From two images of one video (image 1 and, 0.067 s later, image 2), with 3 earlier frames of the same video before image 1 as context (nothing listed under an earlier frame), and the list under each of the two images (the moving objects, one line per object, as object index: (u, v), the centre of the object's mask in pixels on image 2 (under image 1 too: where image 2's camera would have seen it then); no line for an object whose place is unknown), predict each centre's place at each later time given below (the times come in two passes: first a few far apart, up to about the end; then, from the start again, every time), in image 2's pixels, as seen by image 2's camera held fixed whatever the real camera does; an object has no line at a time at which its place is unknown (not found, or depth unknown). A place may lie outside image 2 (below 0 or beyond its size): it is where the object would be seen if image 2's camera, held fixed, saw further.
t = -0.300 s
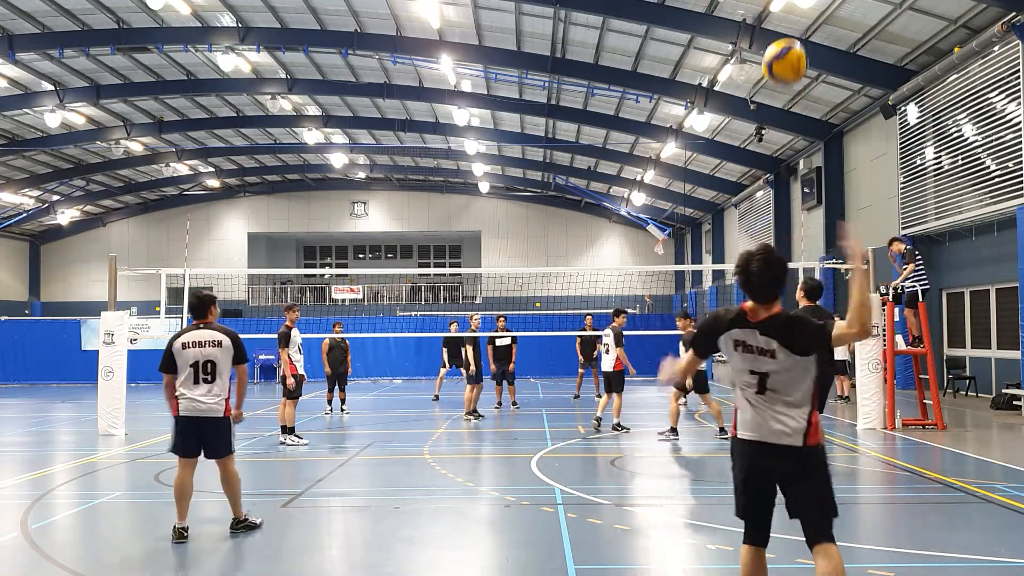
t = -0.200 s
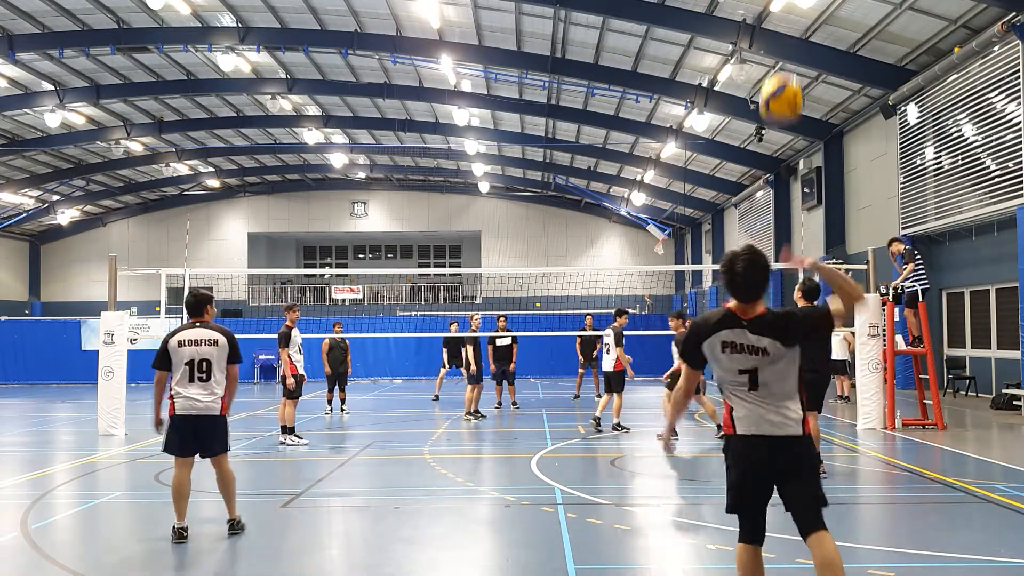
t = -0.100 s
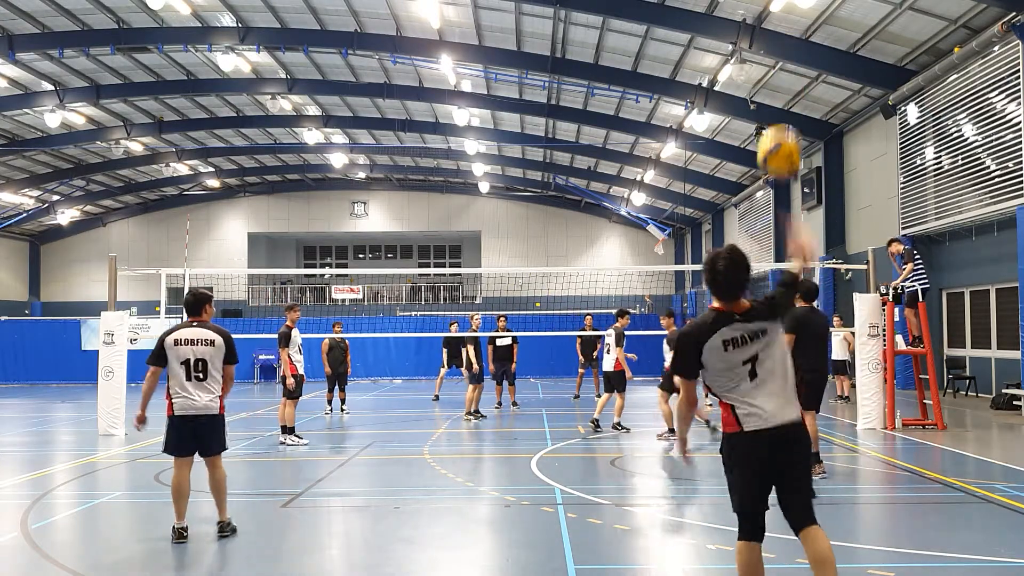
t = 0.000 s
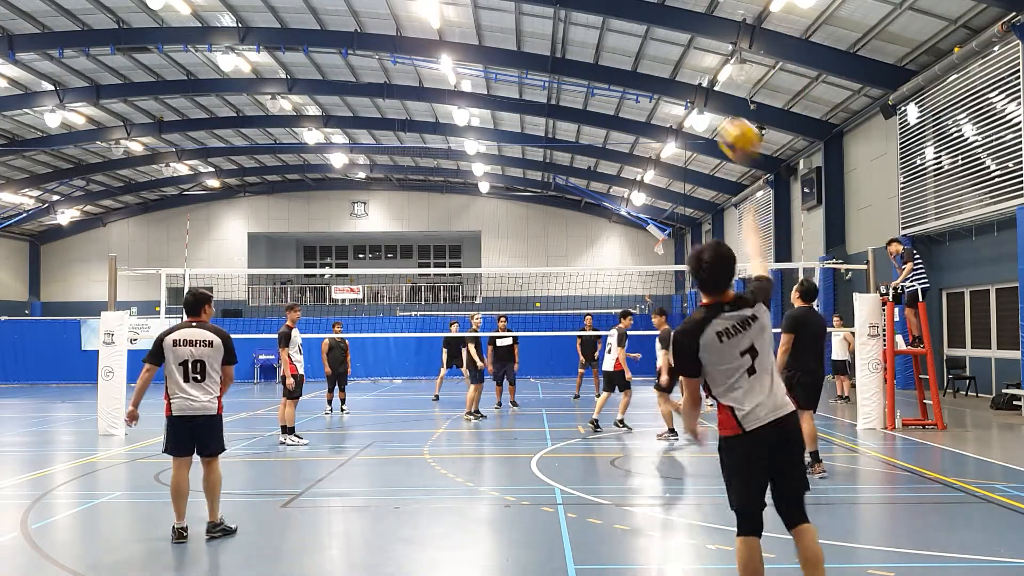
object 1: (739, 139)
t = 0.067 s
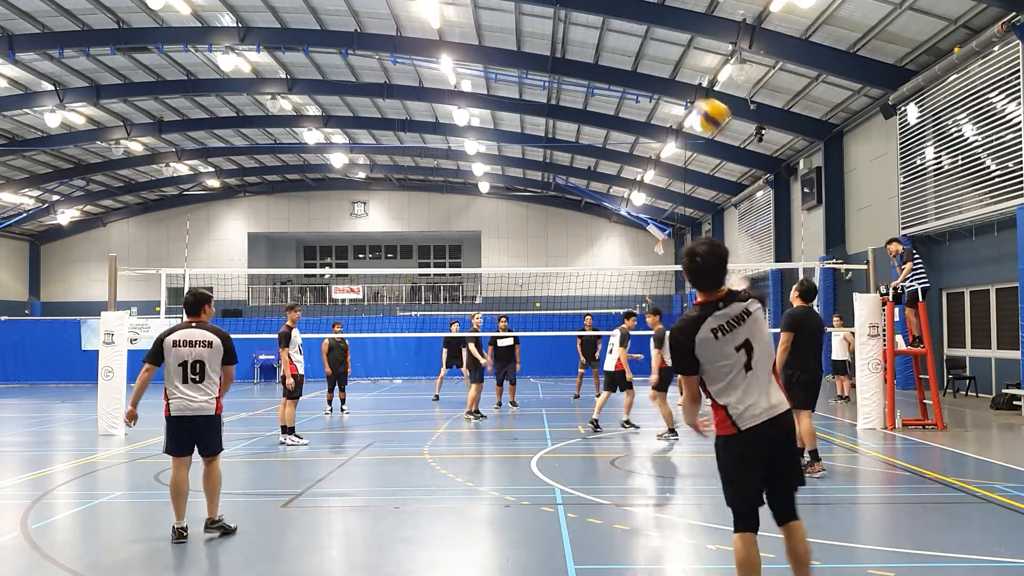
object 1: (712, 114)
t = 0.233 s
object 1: (669, 95)
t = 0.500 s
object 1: (634, 124)
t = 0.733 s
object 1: (622, 174)
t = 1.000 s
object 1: (618, 247)
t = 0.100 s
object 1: (699, 105)
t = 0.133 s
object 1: (690, 101)
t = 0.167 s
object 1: (682, 98)
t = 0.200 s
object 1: (675, 95)
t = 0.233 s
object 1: (669, 95)
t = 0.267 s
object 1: (663, 96)
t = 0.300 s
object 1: (658, 98)
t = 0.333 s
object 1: (653, 101)
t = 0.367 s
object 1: (649, 104)
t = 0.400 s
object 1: (644, 108)
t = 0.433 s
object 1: (640, 113)
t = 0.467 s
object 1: (637, 119)
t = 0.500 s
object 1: (634, 124)
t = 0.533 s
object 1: (632, 129)
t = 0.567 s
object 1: (629, 136)
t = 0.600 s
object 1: (627, 145)
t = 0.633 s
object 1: (625, 152)
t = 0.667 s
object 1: (623, 159)
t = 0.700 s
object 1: (622, 167)
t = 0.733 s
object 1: (622, 174)
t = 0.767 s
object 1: (621, 182)
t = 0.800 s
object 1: (620, 190)
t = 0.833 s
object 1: (620, 199)
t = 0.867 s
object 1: (619, 209)
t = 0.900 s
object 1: (619, 217)
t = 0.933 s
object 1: (620, 226)
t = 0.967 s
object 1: (620, 236)
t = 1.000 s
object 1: (618, 247)
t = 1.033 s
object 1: (618, 259)
